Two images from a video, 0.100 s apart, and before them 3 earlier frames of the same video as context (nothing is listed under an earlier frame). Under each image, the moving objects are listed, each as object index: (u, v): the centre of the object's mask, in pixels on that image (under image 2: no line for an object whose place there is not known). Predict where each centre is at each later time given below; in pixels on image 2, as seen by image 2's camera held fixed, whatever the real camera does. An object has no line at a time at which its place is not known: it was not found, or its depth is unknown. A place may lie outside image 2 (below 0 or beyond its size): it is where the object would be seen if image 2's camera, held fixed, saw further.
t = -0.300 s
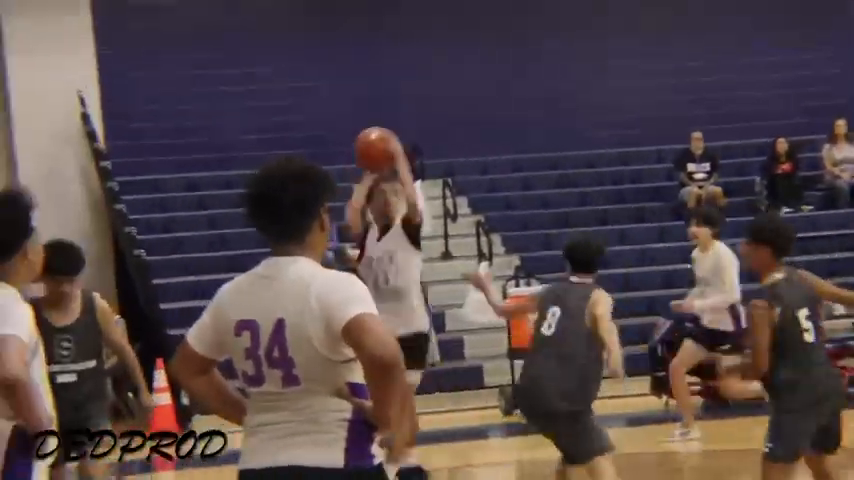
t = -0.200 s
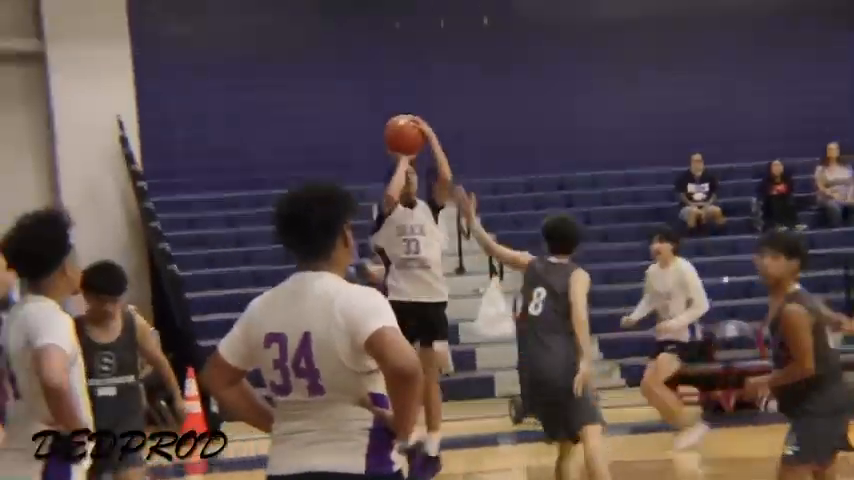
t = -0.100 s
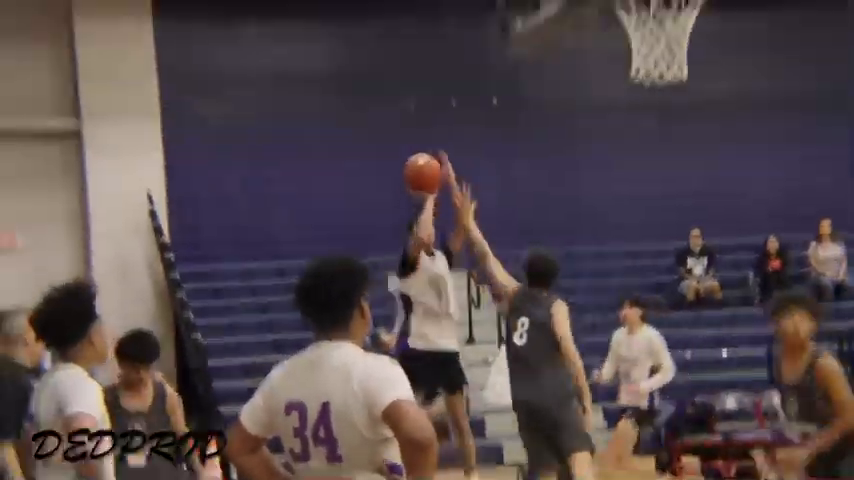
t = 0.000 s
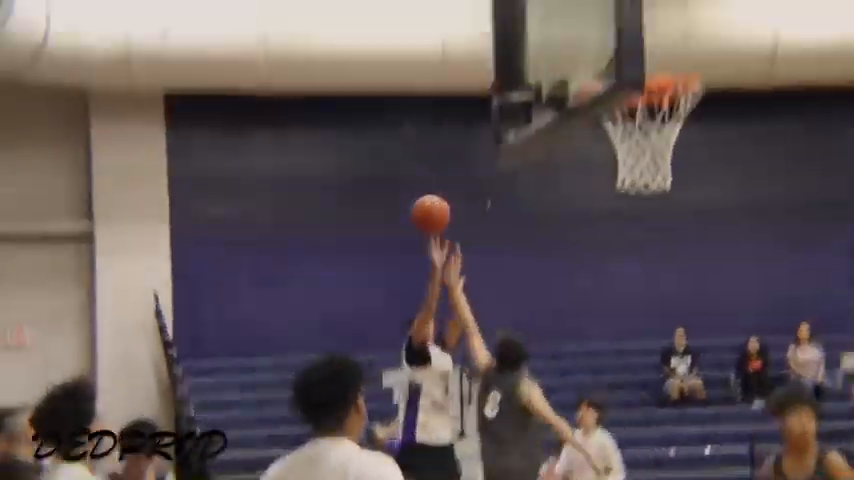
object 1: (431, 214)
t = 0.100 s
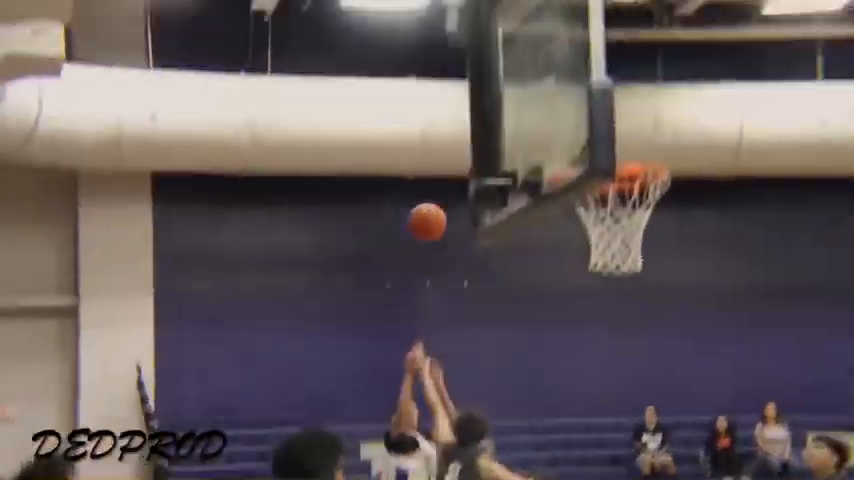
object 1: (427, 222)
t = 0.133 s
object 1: (434, 201)
